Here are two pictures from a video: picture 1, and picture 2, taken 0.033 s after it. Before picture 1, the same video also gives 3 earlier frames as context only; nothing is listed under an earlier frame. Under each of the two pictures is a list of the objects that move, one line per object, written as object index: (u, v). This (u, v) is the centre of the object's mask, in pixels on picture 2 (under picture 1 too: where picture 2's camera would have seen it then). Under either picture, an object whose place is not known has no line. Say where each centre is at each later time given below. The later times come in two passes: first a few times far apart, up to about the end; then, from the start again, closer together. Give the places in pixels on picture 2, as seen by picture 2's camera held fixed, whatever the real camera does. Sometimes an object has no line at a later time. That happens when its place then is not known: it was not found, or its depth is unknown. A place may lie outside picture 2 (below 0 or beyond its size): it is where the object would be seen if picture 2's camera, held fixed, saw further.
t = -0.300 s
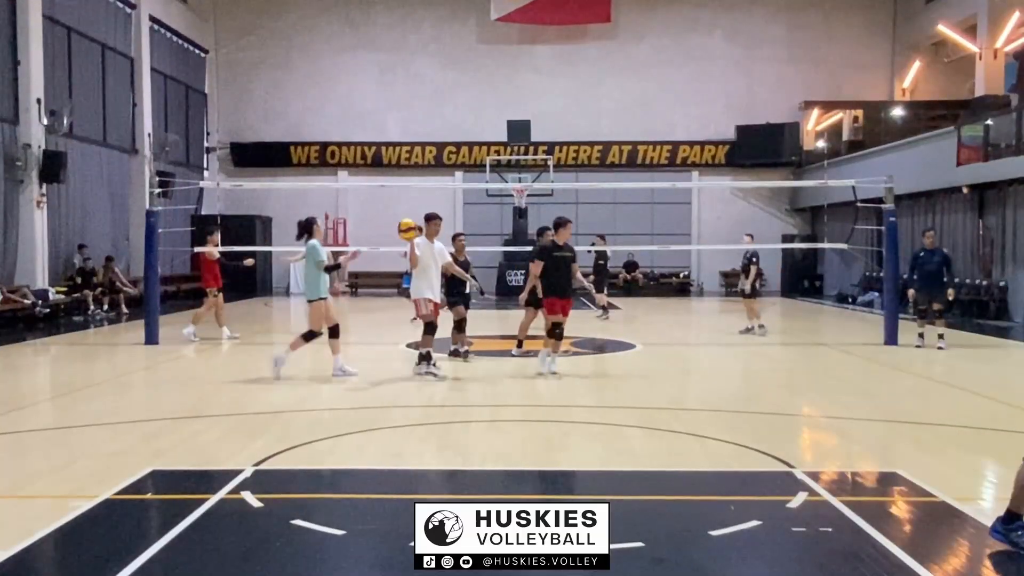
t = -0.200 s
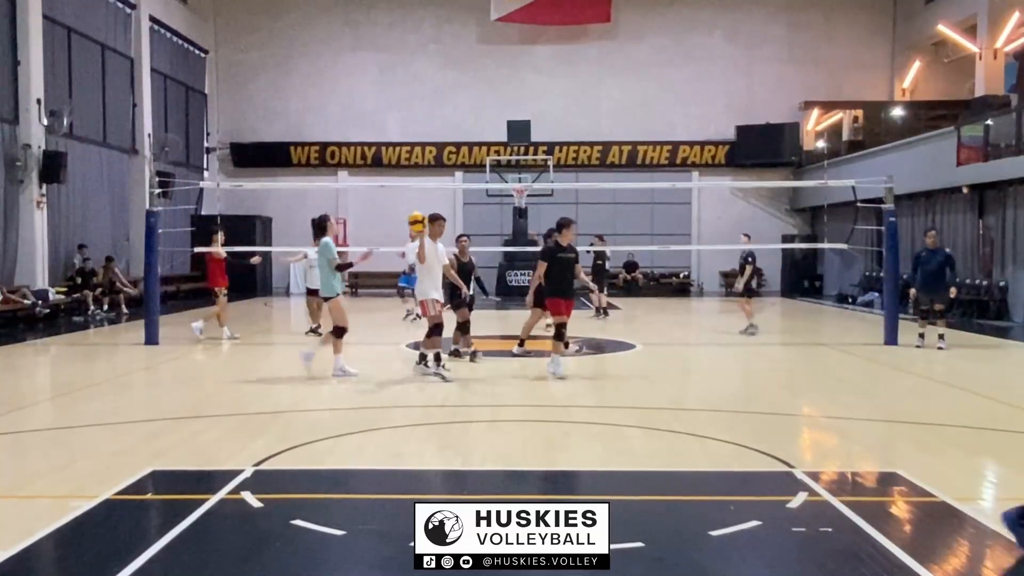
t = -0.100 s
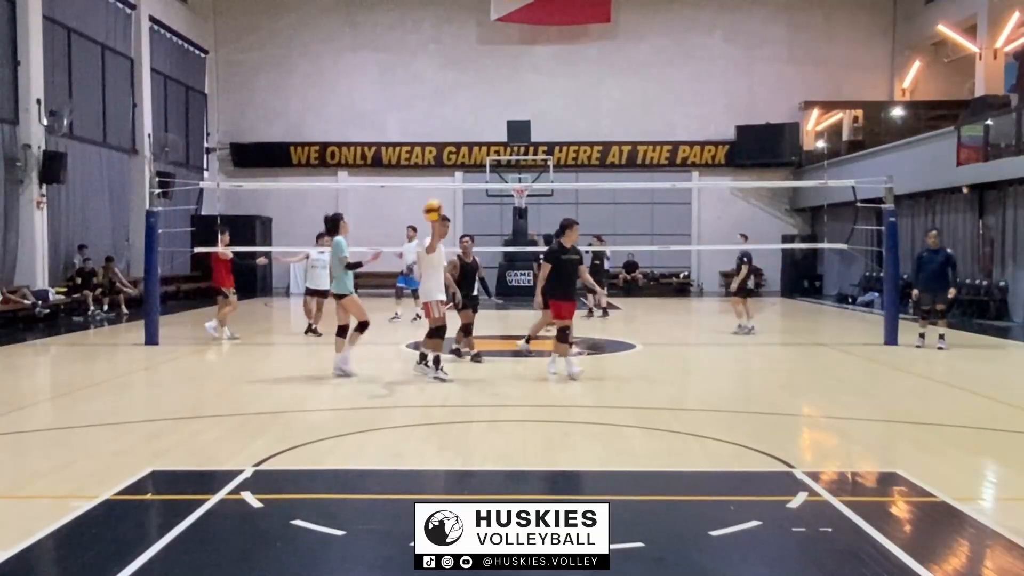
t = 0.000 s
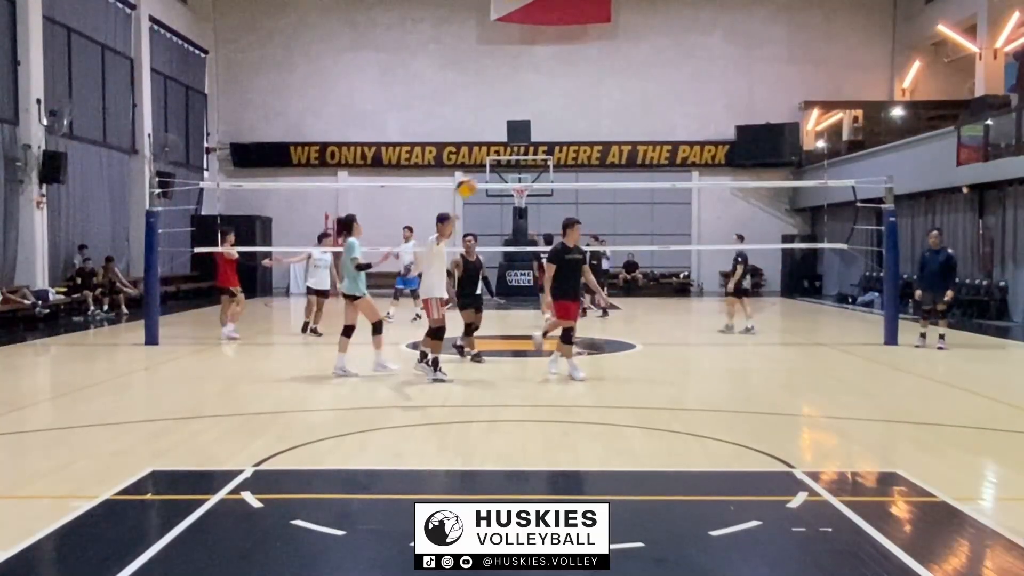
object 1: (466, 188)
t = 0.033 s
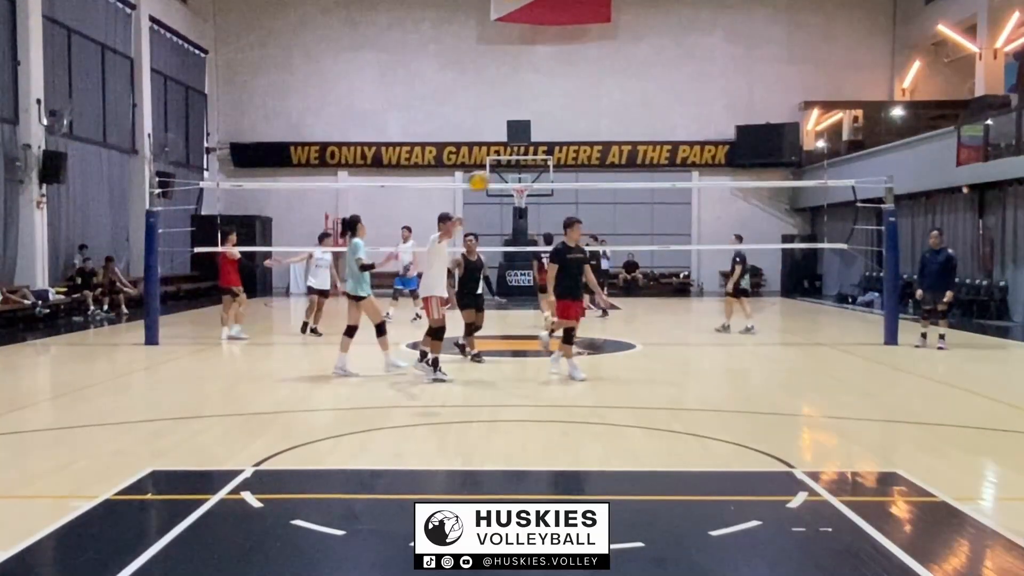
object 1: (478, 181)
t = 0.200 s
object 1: (550, 168)
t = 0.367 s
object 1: (634, 183)
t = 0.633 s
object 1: (813, 305)
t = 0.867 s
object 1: (1009, 458)
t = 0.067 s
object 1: (493, 175)
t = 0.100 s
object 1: (506, 171)
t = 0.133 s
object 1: (519, 170)
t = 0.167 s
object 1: (534, 167)
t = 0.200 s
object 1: (550, 168)
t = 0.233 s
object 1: (567, 167)
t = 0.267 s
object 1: (582, 168)
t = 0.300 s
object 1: (598, 172)
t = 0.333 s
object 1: (615, 177)
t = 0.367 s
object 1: (634, 183)
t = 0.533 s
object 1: (737, 243)
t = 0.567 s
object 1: (761, 263)
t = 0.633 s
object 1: (813, 305)
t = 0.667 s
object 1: (841, 332)
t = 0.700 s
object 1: (870, 361)
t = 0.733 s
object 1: (900, 394)
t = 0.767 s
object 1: (934, 432)
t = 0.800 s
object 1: (968, 472)
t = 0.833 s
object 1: (995, 487)
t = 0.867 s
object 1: (1009, 458)
